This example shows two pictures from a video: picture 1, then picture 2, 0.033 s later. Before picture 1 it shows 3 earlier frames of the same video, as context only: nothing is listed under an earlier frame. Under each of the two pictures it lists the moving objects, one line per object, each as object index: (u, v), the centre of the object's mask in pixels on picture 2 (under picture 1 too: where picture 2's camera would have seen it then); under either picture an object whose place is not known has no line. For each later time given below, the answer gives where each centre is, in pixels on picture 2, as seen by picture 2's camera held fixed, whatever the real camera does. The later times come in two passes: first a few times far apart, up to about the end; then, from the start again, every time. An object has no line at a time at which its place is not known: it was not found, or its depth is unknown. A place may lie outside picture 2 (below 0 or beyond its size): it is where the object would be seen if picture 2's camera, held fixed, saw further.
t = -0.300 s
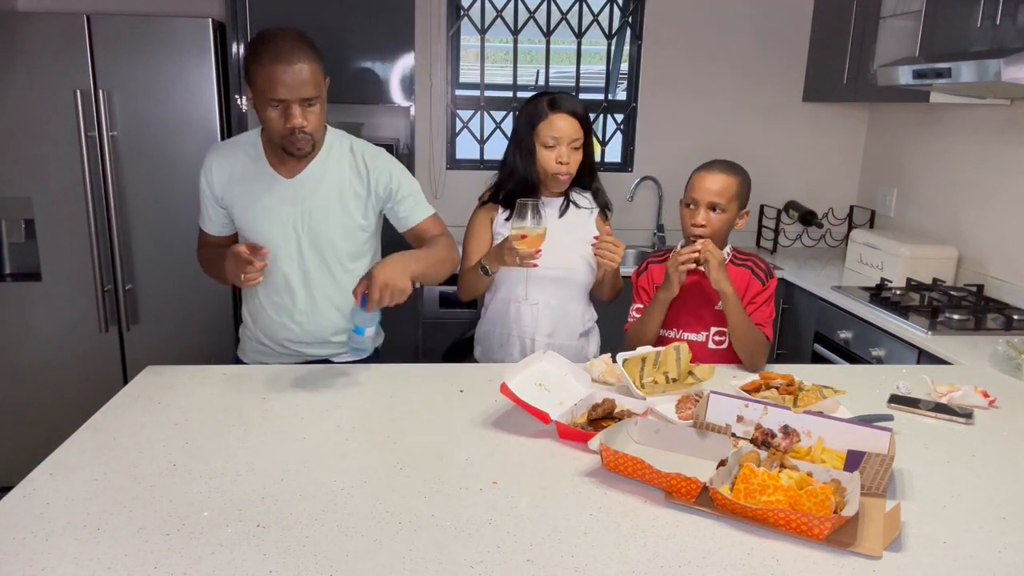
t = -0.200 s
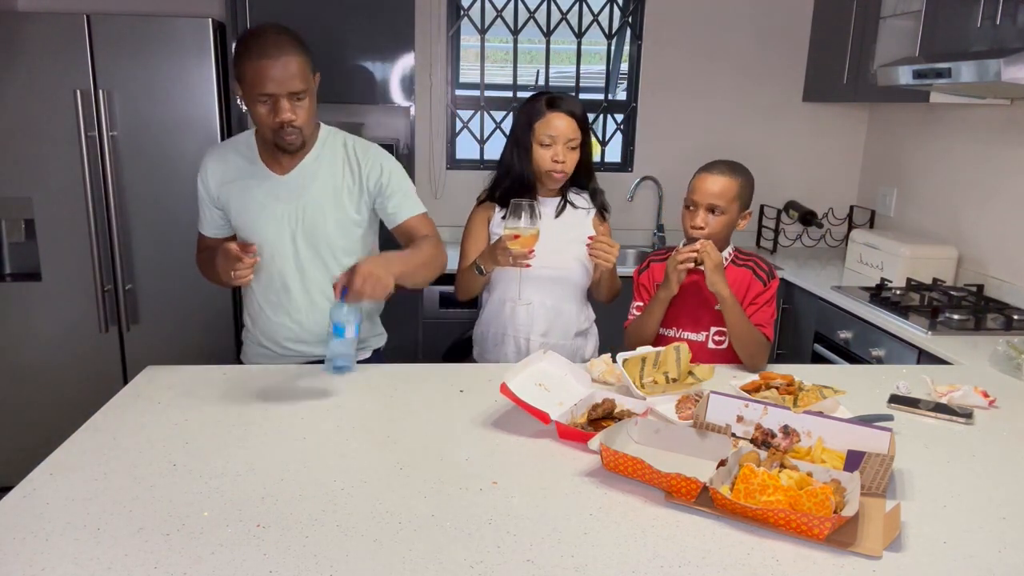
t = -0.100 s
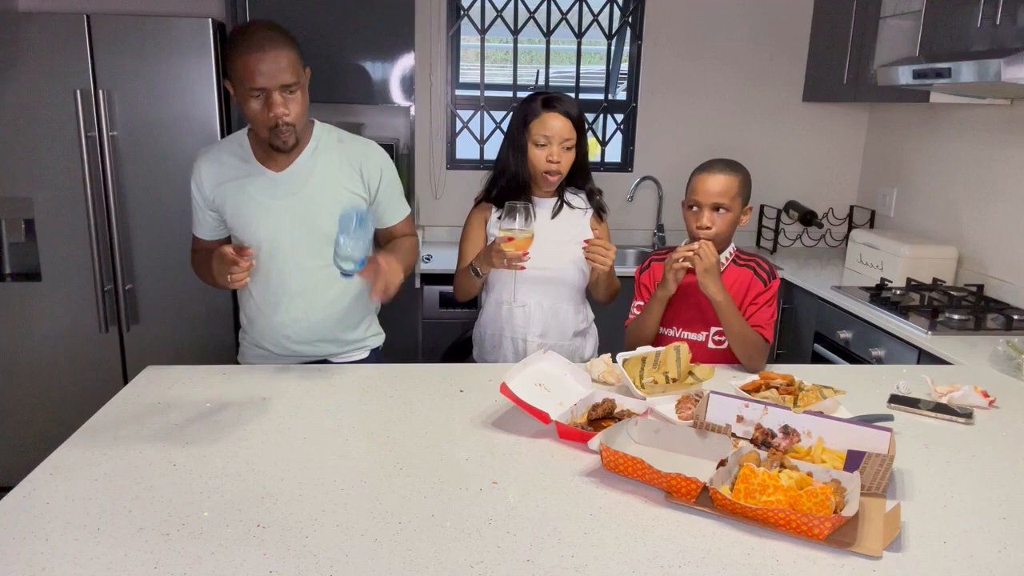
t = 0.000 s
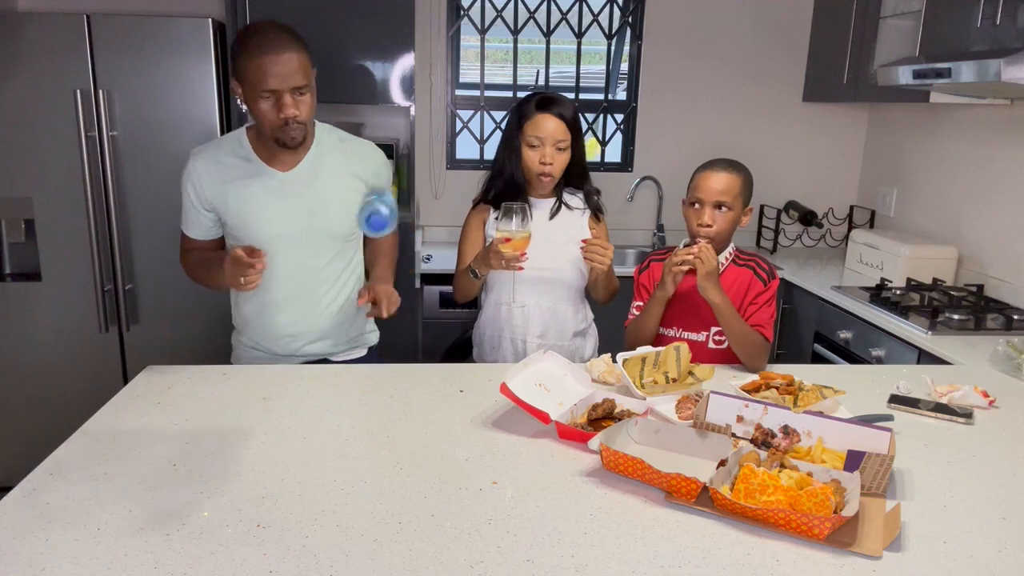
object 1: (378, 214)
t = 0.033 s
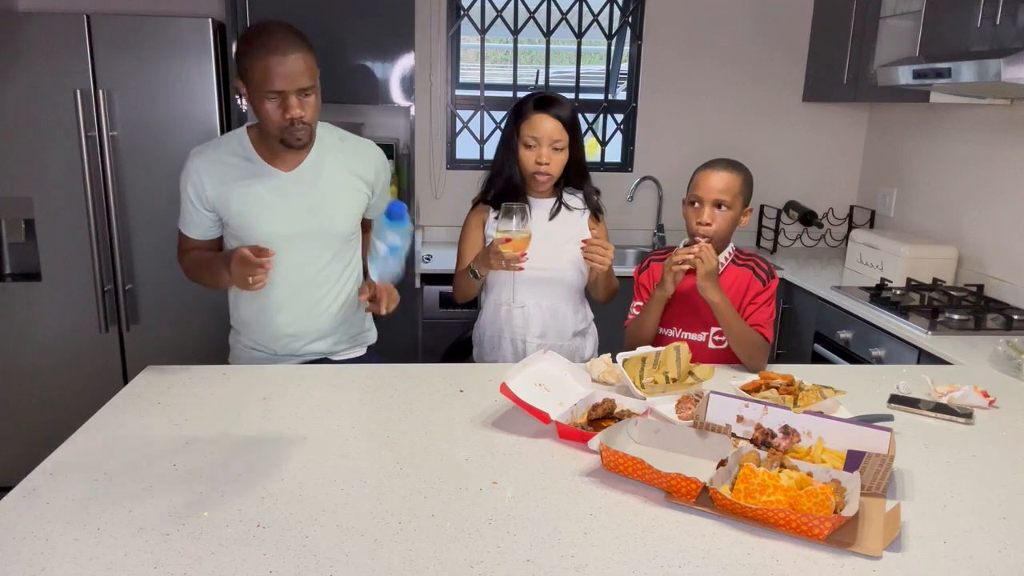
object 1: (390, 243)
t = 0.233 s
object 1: (440, 444)
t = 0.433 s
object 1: (480, 449)
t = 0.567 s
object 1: (500, 452)
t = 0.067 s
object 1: (400, 303)
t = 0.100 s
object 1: (408, 386)
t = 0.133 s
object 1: (418, 406)
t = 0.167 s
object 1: (422, 419)
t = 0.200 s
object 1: (427, 443)
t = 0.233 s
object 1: (440, 444)
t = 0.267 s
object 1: (447, 445)
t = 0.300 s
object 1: (452, 446)
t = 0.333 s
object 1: (458, 447)
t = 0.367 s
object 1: (469, 448)
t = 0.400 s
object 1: (475, 449)
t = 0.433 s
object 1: (480, 449)
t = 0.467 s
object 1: (488, 450)
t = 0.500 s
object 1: (494, 451)
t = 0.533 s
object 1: (497, 451)
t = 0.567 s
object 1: (500, 452)
